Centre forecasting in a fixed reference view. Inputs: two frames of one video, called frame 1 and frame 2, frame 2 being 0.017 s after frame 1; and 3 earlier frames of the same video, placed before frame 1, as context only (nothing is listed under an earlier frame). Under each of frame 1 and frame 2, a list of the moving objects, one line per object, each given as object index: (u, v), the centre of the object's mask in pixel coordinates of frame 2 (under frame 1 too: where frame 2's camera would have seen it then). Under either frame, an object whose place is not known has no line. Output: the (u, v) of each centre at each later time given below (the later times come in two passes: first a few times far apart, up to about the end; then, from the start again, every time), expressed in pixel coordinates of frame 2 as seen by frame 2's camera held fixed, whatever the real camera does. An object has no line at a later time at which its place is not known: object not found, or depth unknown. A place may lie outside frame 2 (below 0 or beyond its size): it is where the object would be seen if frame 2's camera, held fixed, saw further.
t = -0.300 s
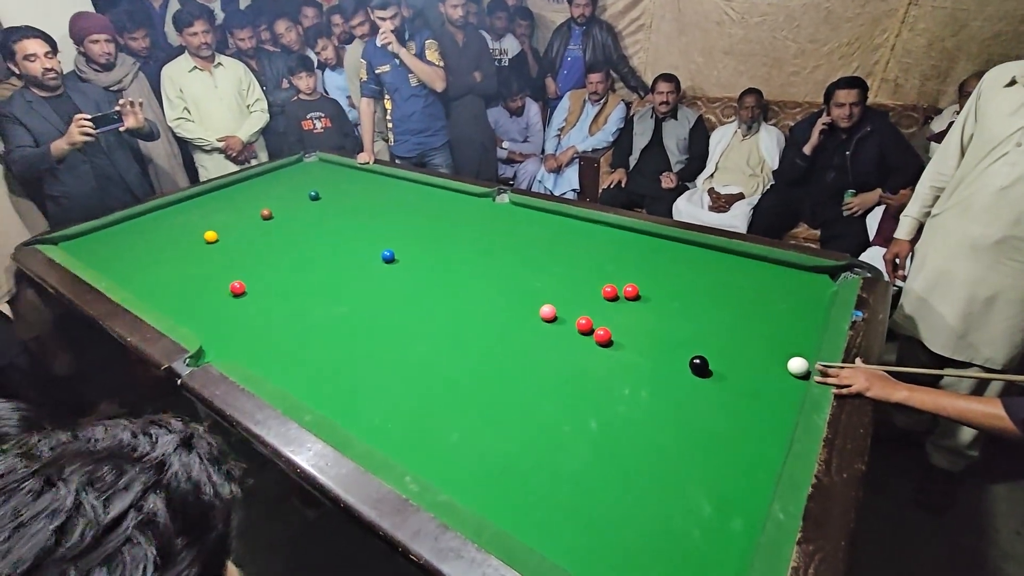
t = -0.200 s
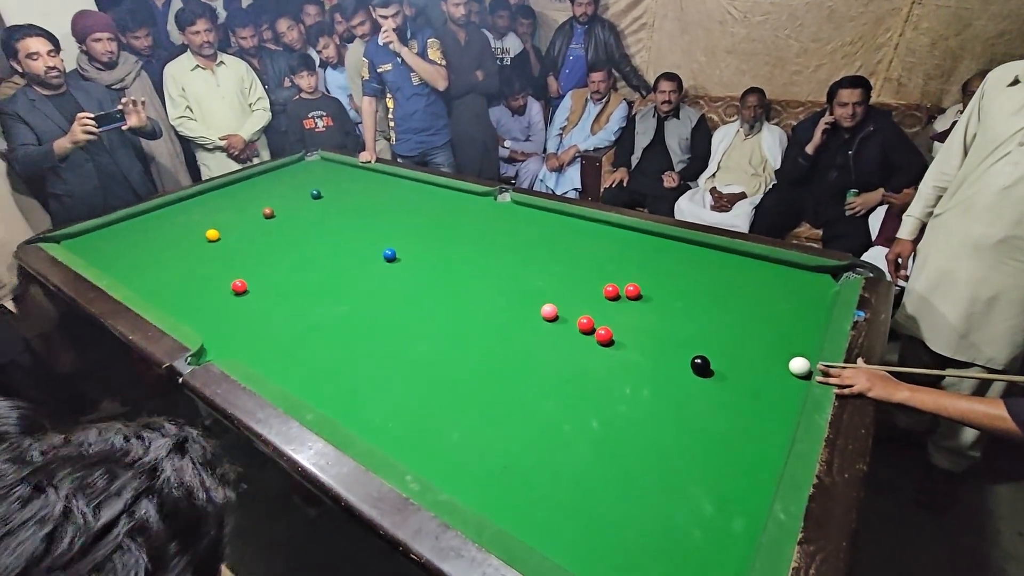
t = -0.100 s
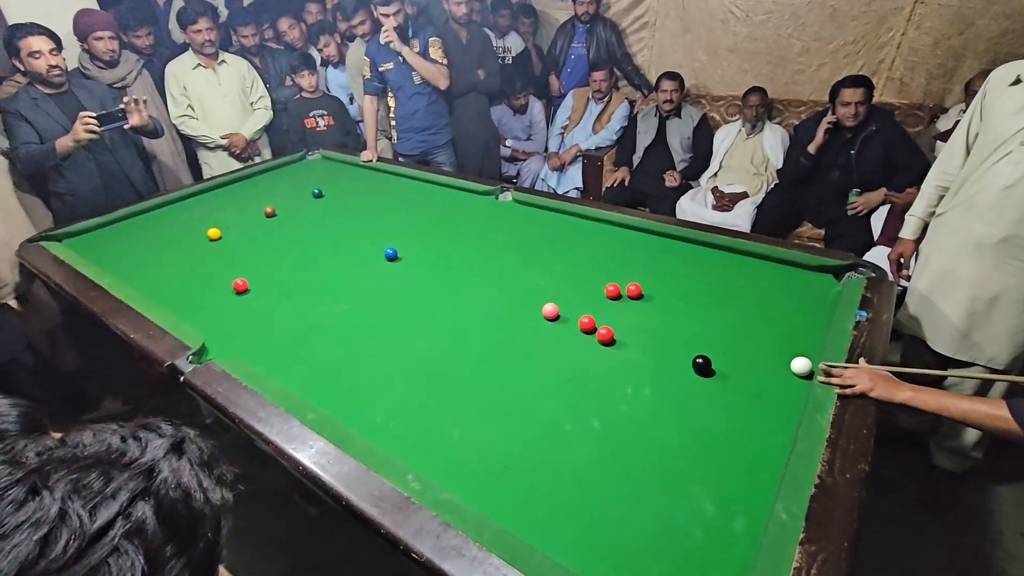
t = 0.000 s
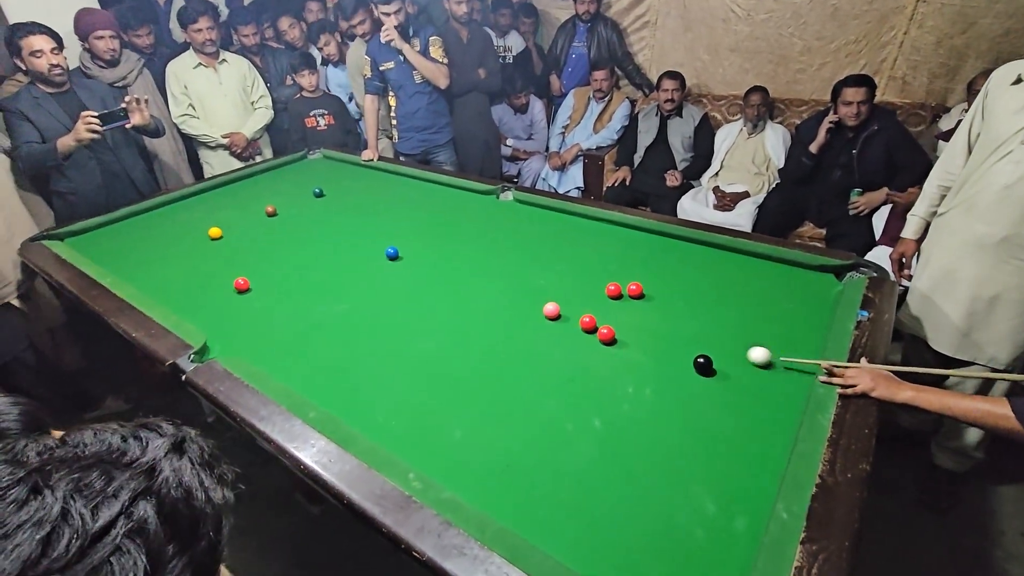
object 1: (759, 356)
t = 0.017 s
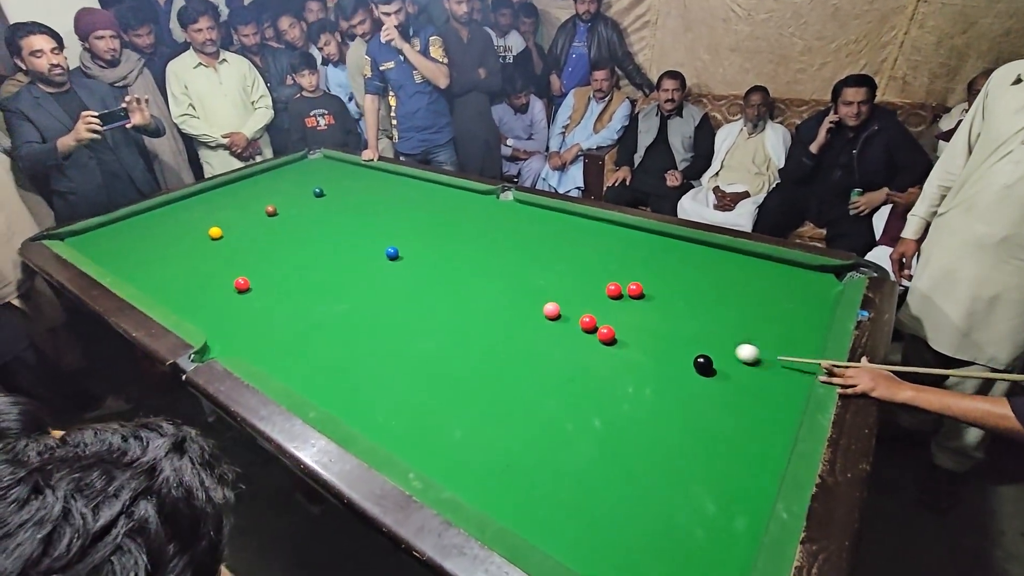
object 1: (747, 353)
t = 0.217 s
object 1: (619, 324)
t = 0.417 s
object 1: (580, 295)
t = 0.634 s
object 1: (546, 269)
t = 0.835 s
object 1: (519, 249)
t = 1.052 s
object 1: (496, 231)
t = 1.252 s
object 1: (477, 217)
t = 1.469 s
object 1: (460, 204)
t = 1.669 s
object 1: (446, 194)
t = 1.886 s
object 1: (433, 184)
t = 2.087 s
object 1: (418, 181)
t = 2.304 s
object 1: (398, 179)
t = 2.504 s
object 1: (383, 178)
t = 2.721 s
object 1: (368, 178)
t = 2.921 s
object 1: (355, 177)
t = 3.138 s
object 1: (342, 176)
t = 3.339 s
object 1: (332, 175)
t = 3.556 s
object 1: (323, 174)
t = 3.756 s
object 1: (315, 173)
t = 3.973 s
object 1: (307, 172)
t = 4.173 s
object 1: (301, 172)
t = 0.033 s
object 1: (735, 350)
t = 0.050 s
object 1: (724, 348)
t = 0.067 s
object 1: (712, 345)
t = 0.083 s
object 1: (702, 343)
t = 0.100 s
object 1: (690, 340)
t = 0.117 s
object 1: (679, 338)
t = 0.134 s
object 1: (669, 335)
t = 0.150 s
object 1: (658, 333)
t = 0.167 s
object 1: (648, 331)
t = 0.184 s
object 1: (638, 329)
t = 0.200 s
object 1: (628, 326)
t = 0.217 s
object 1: (619, 324)
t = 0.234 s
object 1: (609, 321)
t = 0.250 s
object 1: (603, 319)
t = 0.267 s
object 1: (602, 317)
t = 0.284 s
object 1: (600, 314)
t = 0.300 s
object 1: (599, 312)
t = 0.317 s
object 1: (596, 309)
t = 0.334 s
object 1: (594, 307)
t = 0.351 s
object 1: (592, 304)
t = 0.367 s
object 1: (589, 302)
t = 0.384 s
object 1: (586, 299)
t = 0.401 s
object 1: (583, 297)
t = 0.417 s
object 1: (580, 295)
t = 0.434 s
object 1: (577, 293)
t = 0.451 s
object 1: (574, 291)
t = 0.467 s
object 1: (571, 289)
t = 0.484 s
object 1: (569, 286)
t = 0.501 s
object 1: (566, 284)
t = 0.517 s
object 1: (563, 282)
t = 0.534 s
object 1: (561, 280)
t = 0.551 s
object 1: (558, 279)
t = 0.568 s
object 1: (555, 276)
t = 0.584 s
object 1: (553, 275)
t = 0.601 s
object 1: (551, 273)
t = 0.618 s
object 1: (548, 271)
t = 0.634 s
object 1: (546, 269)
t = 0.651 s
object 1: (543, 267)
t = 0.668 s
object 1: (541, 265)
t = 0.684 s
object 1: (538, 264)
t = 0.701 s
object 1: (536, 262)
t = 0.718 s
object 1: (534, 260)
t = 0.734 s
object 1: (532, 259)
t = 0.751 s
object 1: (530, 257)
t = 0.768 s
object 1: (528, 255)
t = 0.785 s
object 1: (525, 254)
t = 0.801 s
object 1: (523, 252)
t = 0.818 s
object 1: (522, 251)
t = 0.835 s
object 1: (519, 249)
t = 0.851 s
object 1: (518, 248)
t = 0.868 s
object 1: (516, 246)
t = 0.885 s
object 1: (514, 245)
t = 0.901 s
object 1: (512, 243)
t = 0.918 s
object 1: (510, 242)
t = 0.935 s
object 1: (508, 240)
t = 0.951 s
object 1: (506, 239)
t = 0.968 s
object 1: (504, 238)
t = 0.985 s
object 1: (503, 236)
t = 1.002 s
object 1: (501, 235)
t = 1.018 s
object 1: (499, 234)
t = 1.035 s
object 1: (497, 232)
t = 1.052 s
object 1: (496, 231)
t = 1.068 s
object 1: (494, 230)
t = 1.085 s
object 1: (493, 229)
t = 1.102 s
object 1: (491, 227)
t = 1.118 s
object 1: (489, 226)
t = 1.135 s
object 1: (488, 225)
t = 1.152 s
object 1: (486, 224)
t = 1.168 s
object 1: (485, 223)
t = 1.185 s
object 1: (483, 221)
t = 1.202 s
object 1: (482, 220)
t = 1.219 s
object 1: (480, 219)
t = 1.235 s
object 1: (479, 218)
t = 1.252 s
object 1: (477, 217)
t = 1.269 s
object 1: (476, 216)
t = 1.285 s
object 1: (474, 215)
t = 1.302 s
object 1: (473, 214)
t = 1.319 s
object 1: (472, 213)
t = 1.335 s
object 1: (470, 212)
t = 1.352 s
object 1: (469, 211)
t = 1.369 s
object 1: (468, 210)
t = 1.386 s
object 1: (466, 209)
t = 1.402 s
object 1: (465, 208)
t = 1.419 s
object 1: (463, 207)
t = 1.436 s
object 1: (462, 206)
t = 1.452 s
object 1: (461, 205)
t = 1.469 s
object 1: (460, 204)
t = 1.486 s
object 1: (459, 203)
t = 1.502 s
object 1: (458, 202)
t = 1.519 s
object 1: (456, 202)
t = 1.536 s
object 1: (455, 201)
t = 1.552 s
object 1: (454, 200)
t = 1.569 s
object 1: (453, 199)
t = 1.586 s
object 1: (452, 198)
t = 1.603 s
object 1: (450, 197)
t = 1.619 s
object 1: (449, 197)
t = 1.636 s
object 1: (448, 196)
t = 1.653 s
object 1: (447, 195)
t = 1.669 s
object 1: (446, 194)
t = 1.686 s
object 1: (445, 193)
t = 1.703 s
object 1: (444, 192)
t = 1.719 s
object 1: (443, 192)
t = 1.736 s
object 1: (442, 191)
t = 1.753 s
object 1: (441, 190)
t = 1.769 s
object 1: (440, 189)
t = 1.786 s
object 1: (439, 189)
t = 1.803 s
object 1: (438, 188)
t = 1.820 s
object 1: (437, 187)
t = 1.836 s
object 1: (436, 187)
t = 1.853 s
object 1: (435, 186)
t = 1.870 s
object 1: (434, 185)
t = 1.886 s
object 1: (433, 184)
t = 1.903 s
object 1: (432, 184)
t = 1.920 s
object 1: (431, 183)
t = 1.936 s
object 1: (430, 183)
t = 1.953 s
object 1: (429, 182)
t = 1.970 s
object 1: (428, 181)
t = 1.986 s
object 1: (426, 181)
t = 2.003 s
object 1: (425, 181)
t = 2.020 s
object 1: (423, 181)
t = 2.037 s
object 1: (422, 181)
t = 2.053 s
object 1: (421, 181)
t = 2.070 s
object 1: (419, 181)
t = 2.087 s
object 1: (418, 181)
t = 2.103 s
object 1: (416, 181)
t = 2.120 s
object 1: (413, 181)
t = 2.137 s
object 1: (412, 180)
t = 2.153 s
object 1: (411, 180)
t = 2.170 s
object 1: (409, 180)
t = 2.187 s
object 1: (408, 180)
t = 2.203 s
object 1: (406, 180)
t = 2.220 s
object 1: (405, 180)
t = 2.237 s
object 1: (404, 180)
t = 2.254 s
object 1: (402, 180)
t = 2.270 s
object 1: (401, 180)
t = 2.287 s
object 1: (400, 179)
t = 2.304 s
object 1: (398, 179)
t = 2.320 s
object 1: (397, 179)
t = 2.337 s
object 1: (395, 179)
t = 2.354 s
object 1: (394, 179)
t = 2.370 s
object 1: (393, 179)
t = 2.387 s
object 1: (392, 179)
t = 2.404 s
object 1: (390, 179)
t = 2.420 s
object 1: (389, 179)
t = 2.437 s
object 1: (388, 179)
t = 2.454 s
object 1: (387, 179)
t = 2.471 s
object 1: (385, 178)
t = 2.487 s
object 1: (384, 179)
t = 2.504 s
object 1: (383, 178)
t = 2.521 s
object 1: (382, 178)
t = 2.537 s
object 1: (381, 178)
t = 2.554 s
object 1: (379, 178)
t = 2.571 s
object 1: (378, 178)
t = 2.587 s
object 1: (377, 178)
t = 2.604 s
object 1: (376, 178)
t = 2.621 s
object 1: (375, 178)
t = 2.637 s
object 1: (374, 178)
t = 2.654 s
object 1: (372, 178)
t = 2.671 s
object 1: (371, 178)
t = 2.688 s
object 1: (370, 178)
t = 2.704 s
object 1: (369, 178)
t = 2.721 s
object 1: (368, 178)
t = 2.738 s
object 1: (367, 178)
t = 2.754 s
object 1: (366, 178)
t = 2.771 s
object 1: (364, 177)
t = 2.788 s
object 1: (363, 177)
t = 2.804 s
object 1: (362, 177)
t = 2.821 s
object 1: (361, 177)
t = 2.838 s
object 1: (360, 177)
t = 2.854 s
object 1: (359, 177)
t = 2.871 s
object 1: (358, 177)
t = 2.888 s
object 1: (357, 177)
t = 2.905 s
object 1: (356, 177)
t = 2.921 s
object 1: (355, 177)
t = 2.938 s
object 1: (354, 177)
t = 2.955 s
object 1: (353, 177)
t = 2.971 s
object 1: (352, 177)
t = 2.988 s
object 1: (351, 176)
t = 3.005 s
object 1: (350, 176)
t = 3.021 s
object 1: (349, 176)
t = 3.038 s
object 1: (348, 176)
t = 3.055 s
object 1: (347, 176)
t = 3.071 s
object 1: (346, 176)
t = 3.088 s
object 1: (345, 176)
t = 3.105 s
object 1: (344, 176)
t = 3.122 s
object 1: (343, 176)
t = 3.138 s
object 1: (342, 176)
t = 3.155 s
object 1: (341, 176)
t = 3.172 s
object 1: (341, 175)
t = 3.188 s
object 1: (340, 175)
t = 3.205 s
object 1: (339, 175)
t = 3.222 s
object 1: (338, 175)
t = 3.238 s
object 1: (337, 175)
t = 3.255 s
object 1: (336, 175)
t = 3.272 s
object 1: (336, 175)
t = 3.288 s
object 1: (335, 175)
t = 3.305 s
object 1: (334, 175)
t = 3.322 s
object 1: (333, 175)
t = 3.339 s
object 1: (332, 175)
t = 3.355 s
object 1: (332, 175)
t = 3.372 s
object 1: (331, 175)
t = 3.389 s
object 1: (330, 174)
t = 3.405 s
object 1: (329, 174)
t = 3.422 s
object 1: (329, 174)
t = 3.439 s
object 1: (328, 174)
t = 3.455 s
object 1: (327, 174)
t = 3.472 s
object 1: (326, 174)
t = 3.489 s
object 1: (326, 174)
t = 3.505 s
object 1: (325, 174)
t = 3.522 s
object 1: (324, 174)
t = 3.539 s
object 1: (323, 174)
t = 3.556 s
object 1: (323, 174)
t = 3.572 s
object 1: (322, 174)
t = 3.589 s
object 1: (321, 174)
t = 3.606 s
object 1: (321, 174)
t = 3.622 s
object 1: (320, 174)
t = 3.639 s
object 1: (319, 174)
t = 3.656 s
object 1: (319, 173)
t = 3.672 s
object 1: (318, 173)
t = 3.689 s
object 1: (317, 173)
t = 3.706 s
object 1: (317, 173)
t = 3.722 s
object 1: (316, 173)
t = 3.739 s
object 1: (315, 173)
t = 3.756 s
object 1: (315, 173)
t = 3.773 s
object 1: (314, 173)
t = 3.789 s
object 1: (313, 173)
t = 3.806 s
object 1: (313, 173)
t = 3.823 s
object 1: (312, 173)
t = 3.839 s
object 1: (312, 173)
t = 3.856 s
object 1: (311, 173)
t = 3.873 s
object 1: (310, 173)
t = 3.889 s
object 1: (310, 173)
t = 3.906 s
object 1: (309, 173)
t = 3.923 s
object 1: (309, 172)
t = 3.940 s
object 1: (308, 172)
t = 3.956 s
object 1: (308, 172)
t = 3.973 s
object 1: (307, 172)
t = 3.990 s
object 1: (307, 172)
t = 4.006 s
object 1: (306, 172)
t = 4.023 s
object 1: (306, 172)
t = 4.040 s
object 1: (305, 172)
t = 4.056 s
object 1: (305, 172)
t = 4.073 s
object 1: (304, 172)
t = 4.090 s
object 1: (304, 172)
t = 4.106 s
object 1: (303, 172)
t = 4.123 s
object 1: (303, 172)
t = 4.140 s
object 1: (302, 172)
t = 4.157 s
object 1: (302, 172)
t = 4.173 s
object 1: (301, 172)
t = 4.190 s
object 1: (301, 172)
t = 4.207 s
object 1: (300, 172)
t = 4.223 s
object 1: (300, 171)
